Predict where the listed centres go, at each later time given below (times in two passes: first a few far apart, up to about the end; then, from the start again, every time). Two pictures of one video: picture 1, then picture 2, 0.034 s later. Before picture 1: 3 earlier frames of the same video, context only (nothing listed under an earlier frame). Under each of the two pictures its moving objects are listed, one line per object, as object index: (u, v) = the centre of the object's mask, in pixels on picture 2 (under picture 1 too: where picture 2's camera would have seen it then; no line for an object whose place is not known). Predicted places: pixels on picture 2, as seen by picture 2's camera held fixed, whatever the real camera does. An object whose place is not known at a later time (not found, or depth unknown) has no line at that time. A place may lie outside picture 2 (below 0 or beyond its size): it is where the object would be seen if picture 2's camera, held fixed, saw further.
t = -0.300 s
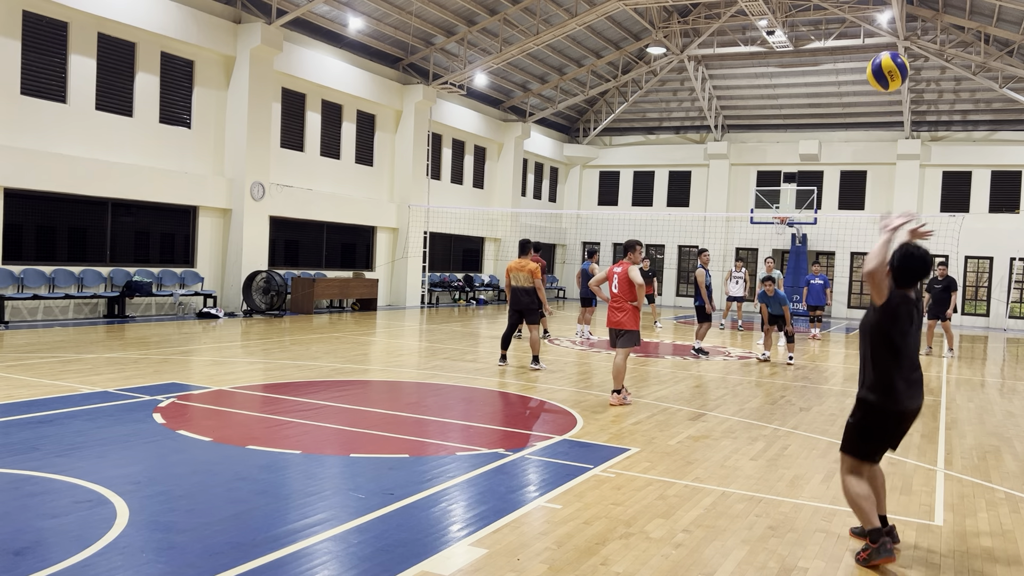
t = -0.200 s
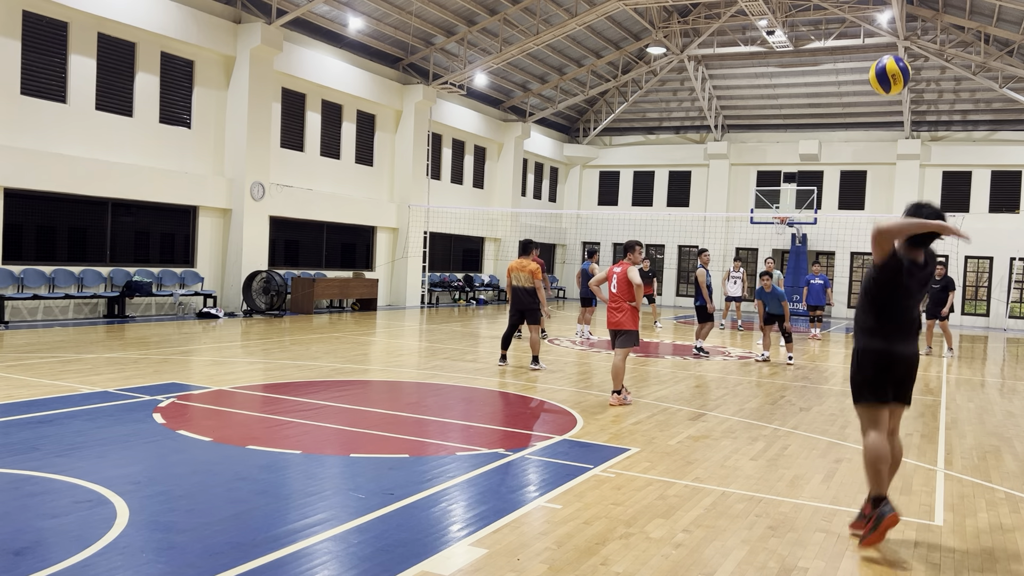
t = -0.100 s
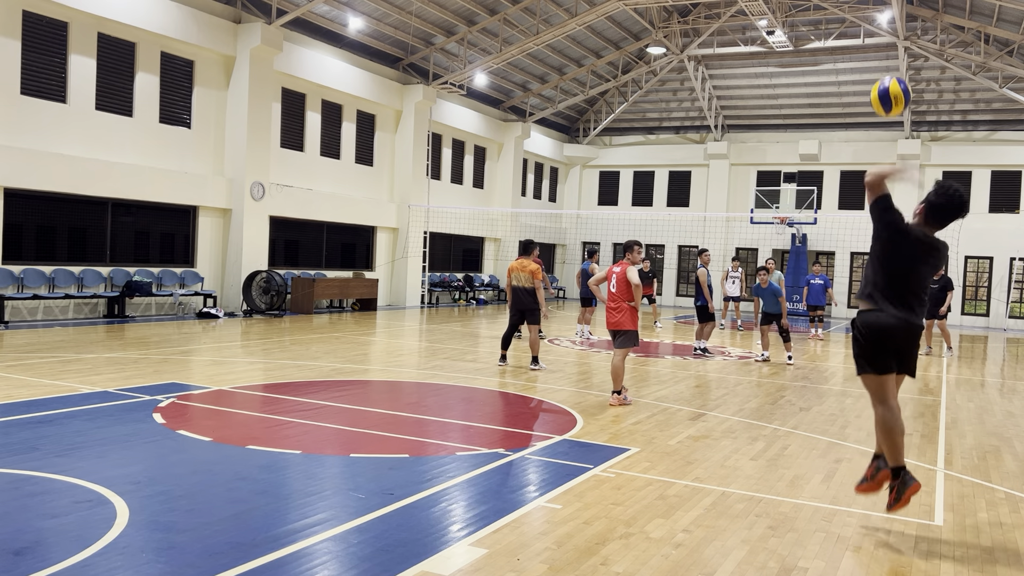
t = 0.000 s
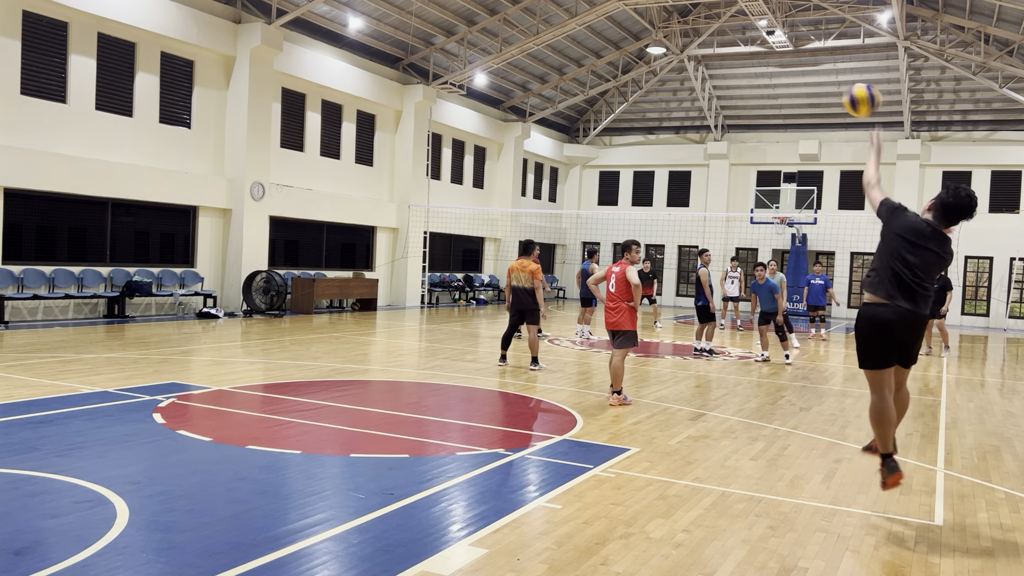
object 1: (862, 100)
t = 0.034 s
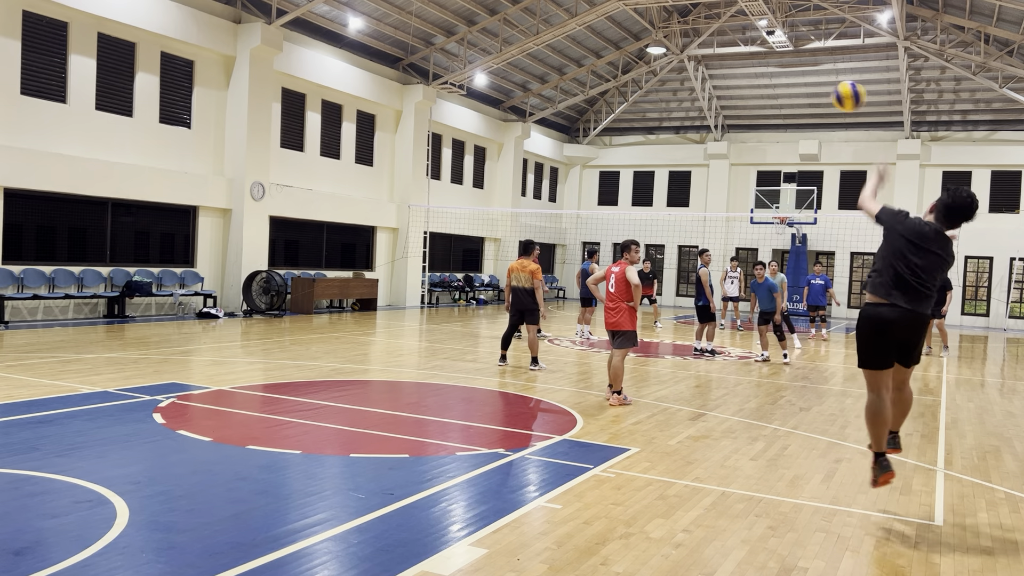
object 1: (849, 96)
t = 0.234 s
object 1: (804, 105)
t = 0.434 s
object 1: (786, 134)
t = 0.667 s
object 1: (775, 177)
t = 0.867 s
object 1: (772, 224)
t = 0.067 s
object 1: (838, 94)
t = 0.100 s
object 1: (828, 94)
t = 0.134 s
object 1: (820, 95)
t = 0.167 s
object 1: (813, 98)
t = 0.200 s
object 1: (808, 101)
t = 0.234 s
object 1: (804, 105)
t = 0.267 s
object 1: (800, 109)
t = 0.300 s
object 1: (797, 114)
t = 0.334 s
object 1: (794, 119)
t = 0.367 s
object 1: (791, 124)
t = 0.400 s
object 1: (789, 129)
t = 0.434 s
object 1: (786, 134)
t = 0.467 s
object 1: (784, 140)
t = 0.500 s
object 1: (782, 145)
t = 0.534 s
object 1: (781, 151)
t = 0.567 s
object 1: (779, 158)
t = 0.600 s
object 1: (778, 164)
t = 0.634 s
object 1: (776, 171)
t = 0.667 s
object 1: (775, 177)
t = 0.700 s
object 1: (774, 185)
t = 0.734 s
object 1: (774, 192)
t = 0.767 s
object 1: (773, 199)
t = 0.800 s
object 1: (773, 207)
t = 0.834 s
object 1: (771, 216)
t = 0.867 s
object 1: (772, 224)
